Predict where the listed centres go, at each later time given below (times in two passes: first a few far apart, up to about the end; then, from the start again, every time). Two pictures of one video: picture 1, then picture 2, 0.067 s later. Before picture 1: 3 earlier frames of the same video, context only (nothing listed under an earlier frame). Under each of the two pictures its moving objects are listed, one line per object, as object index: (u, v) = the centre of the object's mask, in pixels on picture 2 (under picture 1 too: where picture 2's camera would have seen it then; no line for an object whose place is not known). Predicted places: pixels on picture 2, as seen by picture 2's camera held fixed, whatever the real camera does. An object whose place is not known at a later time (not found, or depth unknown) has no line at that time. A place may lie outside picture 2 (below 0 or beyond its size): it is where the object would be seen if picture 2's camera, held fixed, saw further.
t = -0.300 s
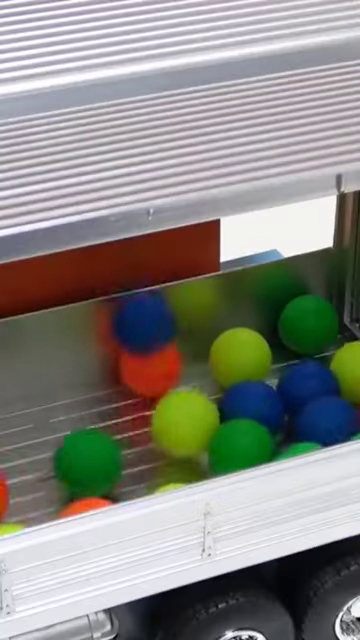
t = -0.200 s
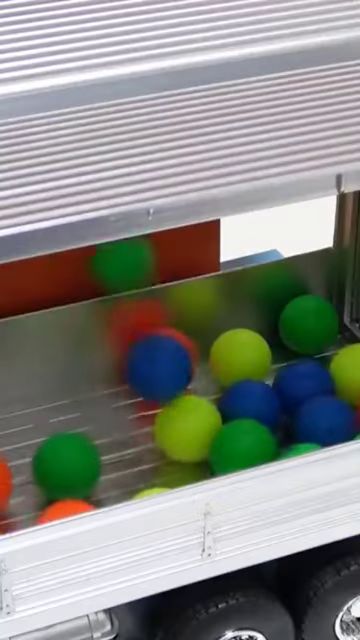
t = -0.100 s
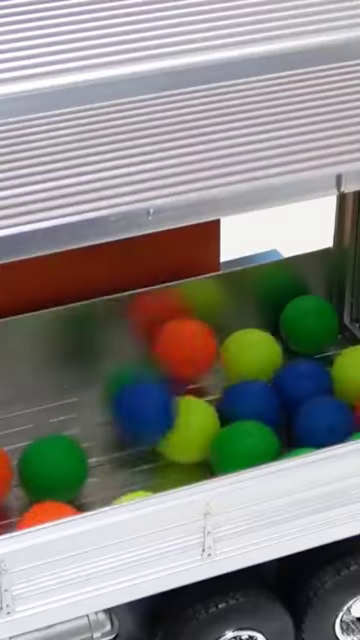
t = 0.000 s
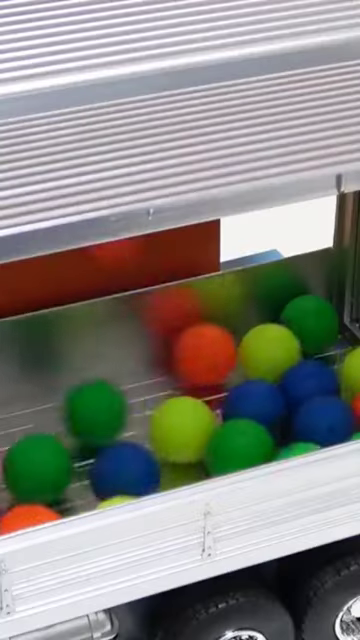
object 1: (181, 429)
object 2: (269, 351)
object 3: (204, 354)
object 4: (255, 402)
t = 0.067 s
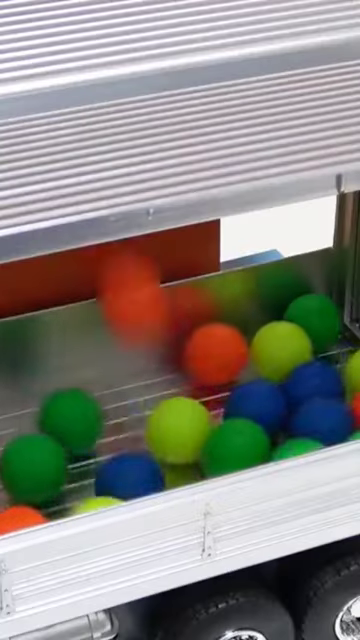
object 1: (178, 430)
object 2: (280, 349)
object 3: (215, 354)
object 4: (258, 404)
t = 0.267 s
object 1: (146, 443)
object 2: (302, 349)
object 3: (241, 351)
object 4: (262, 408)
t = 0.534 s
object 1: (91, 463)
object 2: (315, 347)
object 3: (253, 343)
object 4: (258, 408)
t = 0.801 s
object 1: (42, 467)
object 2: (325, 348)
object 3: (268, 336)
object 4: (252, 412)
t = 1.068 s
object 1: (20, 475)
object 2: (323, 349)
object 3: (270, 333)
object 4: (242, 410)
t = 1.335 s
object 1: (15, 478)
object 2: (319, 348)
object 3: (268, 326)
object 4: (257, 409)
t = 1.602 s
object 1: (16, 477)
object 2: (319, 349)
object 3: (268, 325)
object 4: (258, 408)
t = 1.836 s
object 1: (17, 476)
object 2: (317, 350)
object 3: (267, 324)
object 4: (258, 404)
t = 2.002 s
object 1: (16, 471)
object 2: (315, 349)
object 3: (266, 324)
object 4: (257, 401)
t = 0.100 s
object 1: (176, 430)
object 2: (284, 349)
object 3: (219, 353)
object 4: (260, 404)
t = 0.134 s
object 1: (174, 431)
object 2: (290, 348)
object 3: (223, 354)
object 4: (261, 404)
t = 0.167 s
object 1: (168, 436)
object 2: (295, 347)
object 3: (228, 353)
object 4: (261, 406)
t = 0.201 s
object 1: (160, 438)
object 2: (298, 348)
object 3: (233, 352)
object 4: (261, 407)
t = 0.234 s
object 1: (154, 440)
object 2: (300, 349)
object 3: (236, 352)
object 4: (261, 408)
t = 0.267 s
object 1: (146, 443)
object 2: (302, 349)
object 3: (241, 351)
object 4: (262, 408)
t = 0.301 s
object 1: (140, 446)
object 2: (304, 349)
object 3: (244, 351)
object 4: (262, 409)
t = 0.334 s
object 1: (133, 450)
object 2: (306, 349)
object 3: (246, 350)
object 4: (261, 409)
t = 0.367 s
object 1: (127, 454)
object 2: (309, 349)
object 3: (248, 350)
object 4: (261, 409)
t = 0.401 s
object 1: (120, 456)
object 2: (310, 348)
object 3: (251, 349)
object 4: (261, 409)
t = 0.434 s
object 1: (113, 459)
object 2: (313, 347)
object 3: (252, 347)
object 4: (260, 409)
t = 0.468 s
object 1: (106, 461)
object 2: (314, 346)
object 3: (253, 346)
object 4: (259, 409)
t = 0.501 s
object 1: (98, 462)
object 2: (315, 347)
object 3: (253, 345)
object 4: (258, 409)
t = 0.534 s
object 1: (91, 463)
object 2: (315, 347)
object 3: (253, 343)
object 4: (258, 408)
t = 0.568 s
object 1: (84, 463)
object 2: (315, 347)
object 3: (254, 341)
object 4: (257, 407)
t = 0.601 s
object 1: (76, 463)
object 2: (316, 347)
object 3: (255, 337)
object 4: (256, 408)
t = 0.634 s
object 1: (70, 463)
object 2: (316, 347)
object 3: (260, 337)
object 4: (256, 408)
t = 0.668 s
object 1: (62, 461)
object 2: (321, 347)
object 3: (267, 332)
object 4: (256, 408)
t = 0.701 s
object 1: (57, 461)
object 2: (323, 347)
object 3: (267, 334)
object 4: (256, 409)
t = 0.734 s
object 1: (54, 461)
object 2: (324, 348)
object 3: (268, 334)
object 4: (256, 411)
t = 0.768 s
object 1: (49, 463)
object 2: (325, 348)
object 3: (268, 335)
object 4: (254, 411)
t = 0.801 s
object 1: (42, 467)
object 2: (325, 348)
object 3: (268, 336)
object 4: (252, 412)
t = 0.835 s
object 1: (37, 468)
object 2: (325, 349)
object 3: (268, 337)
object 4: (249, 412)
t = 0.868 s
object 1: (31, 469)
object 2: (325, 350)
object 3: (268, 337)
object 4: (247, 413)
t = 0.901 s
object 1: (28, 470)
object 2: (325, 350)
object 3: (269, 337)
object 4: (246, 414)
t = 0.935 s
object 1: (26, 471)
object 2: (325, 350)
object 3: (269, 337)
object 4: (246, 414)
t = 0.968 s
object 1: (24, 472)
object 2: (325, 350)
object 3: (270, 336)
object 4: (245, 413)
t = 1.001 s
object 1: (22, 473)
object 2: (324, 349)
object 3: (270, 335)
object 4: (243, 412)
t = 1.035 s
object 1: (21, 473)
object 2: (324, 349)
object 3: (270, 334)
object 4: (242, 411)
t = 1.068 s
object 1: (20, 475)
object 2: (323, 349)
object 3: (270, 333)
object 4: (242, 410)
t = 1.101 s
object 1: (19, 476)
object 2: (322, 349)
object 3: (270, 331)
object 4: (253, 412)
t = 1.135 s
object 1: (18, 477)
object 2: (322, 348)
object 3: (270, 330)
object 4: (255, 411)
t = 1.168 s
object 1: (17, 478)
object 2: (322, 348)
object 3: (269, 328)
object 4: (256, 410)
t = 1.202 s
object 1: (16, 478)
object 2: (321, 348)
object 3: (268, 328)
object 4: (257, 409)
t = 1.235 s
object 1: (16, 478)
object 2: (321, 348)
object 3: (268, 327)
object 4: (258, 408)
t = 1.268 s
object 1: (16, 478)
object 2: (321, 348)
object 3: (268, 327)
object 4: (258, 408)
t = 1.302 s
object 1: (16, 478)
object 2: (320, 348)
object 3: (268, 327)
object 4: (258, 408)
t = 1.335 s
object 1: (15, 478)
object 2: (319, 348)
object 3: (268, 326)
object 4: (257, 409)
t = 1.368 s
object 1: (15, 477)
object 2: (319, 348)
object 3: (267, 326)
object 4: (256, 408)
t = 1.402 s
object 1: (15, 478)
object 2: (319, 347)
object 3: (268, 326)
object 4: (256, 408)
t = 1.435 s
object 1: (15, 478)
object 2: (319, 348)
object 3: (268, 326)
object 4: (256, 411)
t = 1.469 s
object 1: (16, 478)
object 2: (319, 348)
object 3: (268, 326)
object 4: (256, 412)
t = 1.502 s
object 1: (16, 478)
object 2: (319, 349)
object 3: (268, 326)
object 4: (255, 412)
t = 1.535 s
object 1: (16, 477)
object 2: (319, 349)
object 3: (268, 325)
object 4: (256, 412)
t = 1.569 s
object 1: (16, 477)
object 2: (319, 349)
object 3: (268, 325)
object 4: (257, 411)
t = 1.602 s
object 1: (16, 477)
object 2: (319, 349)
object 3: (268, 325)
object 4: (258, 408)
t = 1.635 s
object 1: (16, 477)
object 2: (319, 350)
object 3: (268, 325)
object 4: (259, 408)
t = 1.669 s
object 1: (16, 477)
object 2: (319, 350)
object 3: (267, 325)
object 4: (259, 409)
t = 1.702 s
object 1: (16, 477)
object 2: (318, 350)
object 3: (268, 325)
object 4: (260, 407)
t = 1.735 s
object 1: (16, 477)
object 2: (318, 350)
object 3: (267, 325)
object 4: (259, 405)
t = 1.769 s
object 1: (16, 477)
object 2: (318, 350)
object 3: (267, 325)
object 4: (259, 404)
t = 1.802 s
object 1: (17, 476)
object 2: (318, 350)
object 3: (267, 324)
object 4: (258, 404)
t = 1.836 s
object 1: (17, 476)
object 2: (317, 350)
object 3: (267, 324)
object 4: (258, 404)
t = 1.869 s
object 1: (17, 475)
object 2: (317, 350)
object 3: (266, 324)
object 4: (257, 404)
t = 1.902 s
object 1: (17, 474)
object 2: (316, 349)
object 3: (266, 324)
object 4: (257, 404)
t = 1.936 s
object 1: (17, 472)
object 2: (316, 350)
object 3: (266, 324)
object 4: (261, 403)
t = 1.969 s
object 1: (17, 471)
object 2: (315, 350)
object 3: (266, 324)
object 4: (260, 402)
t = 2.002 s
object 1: (16, 471)
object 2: (315, 349)
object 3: (266, 324)
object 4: (257, 401)
